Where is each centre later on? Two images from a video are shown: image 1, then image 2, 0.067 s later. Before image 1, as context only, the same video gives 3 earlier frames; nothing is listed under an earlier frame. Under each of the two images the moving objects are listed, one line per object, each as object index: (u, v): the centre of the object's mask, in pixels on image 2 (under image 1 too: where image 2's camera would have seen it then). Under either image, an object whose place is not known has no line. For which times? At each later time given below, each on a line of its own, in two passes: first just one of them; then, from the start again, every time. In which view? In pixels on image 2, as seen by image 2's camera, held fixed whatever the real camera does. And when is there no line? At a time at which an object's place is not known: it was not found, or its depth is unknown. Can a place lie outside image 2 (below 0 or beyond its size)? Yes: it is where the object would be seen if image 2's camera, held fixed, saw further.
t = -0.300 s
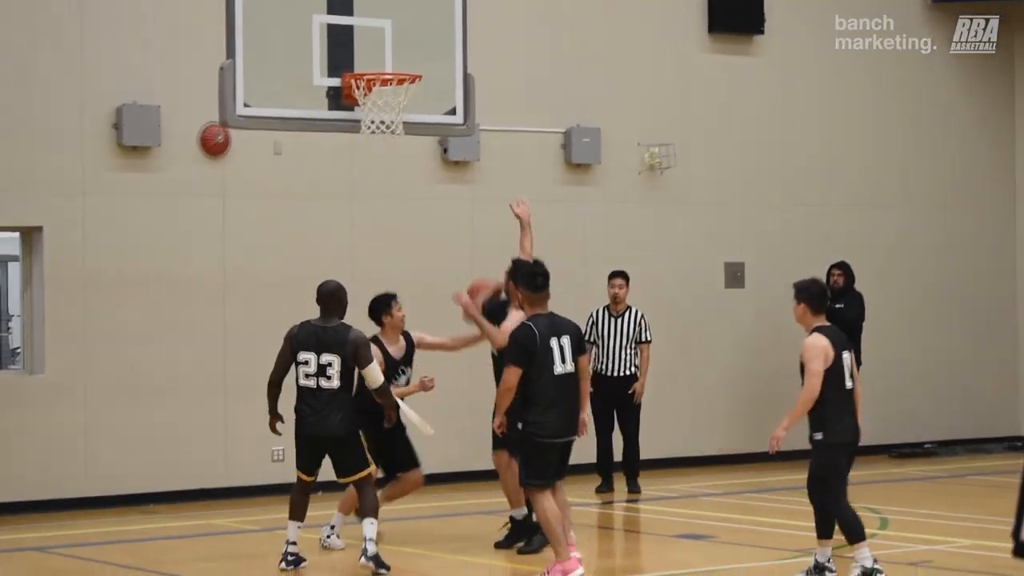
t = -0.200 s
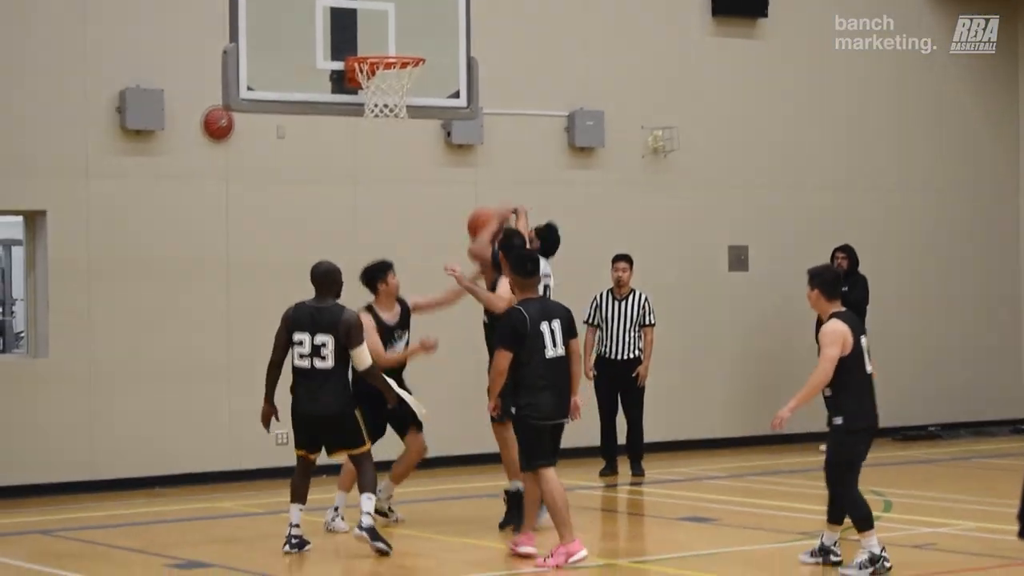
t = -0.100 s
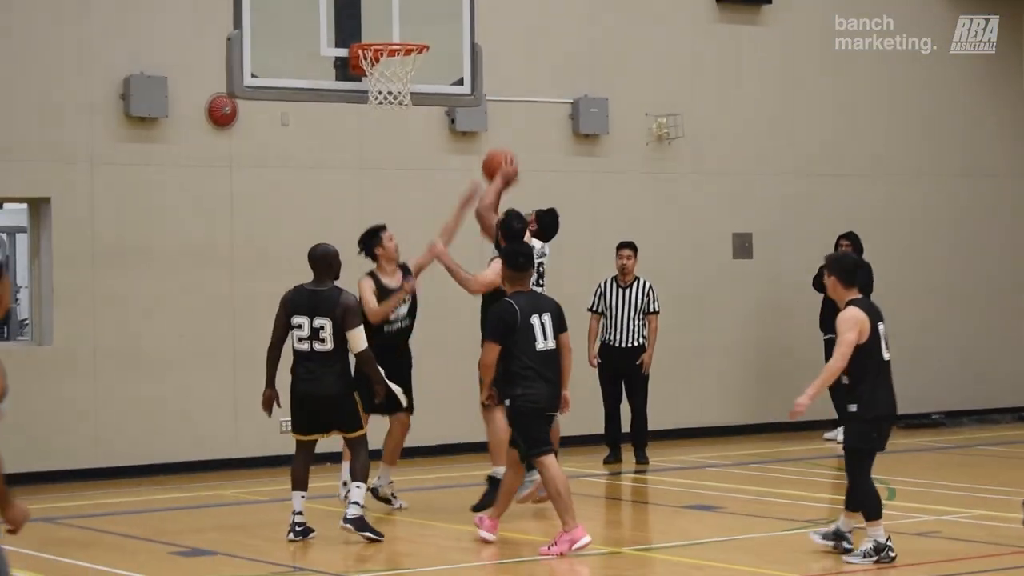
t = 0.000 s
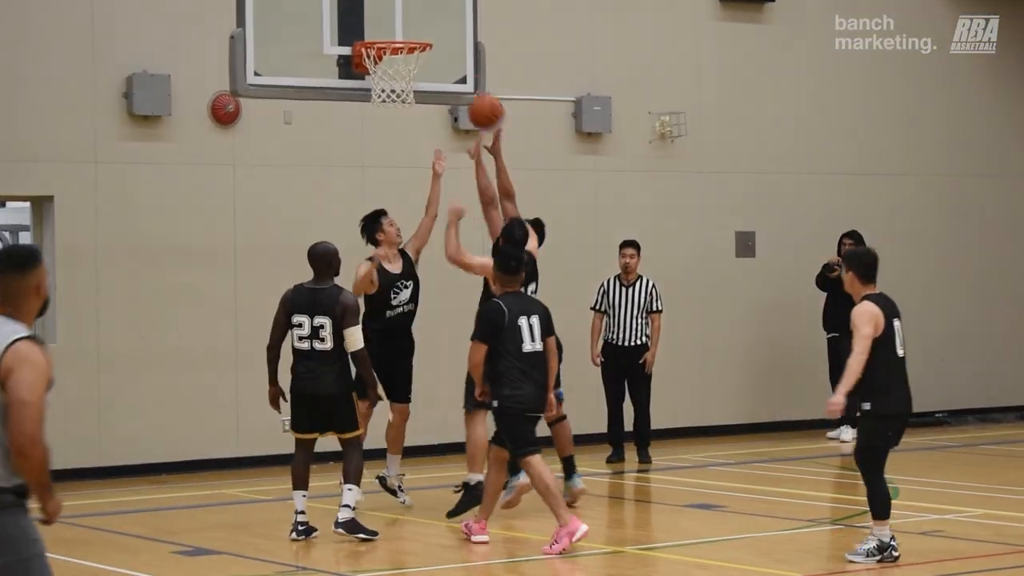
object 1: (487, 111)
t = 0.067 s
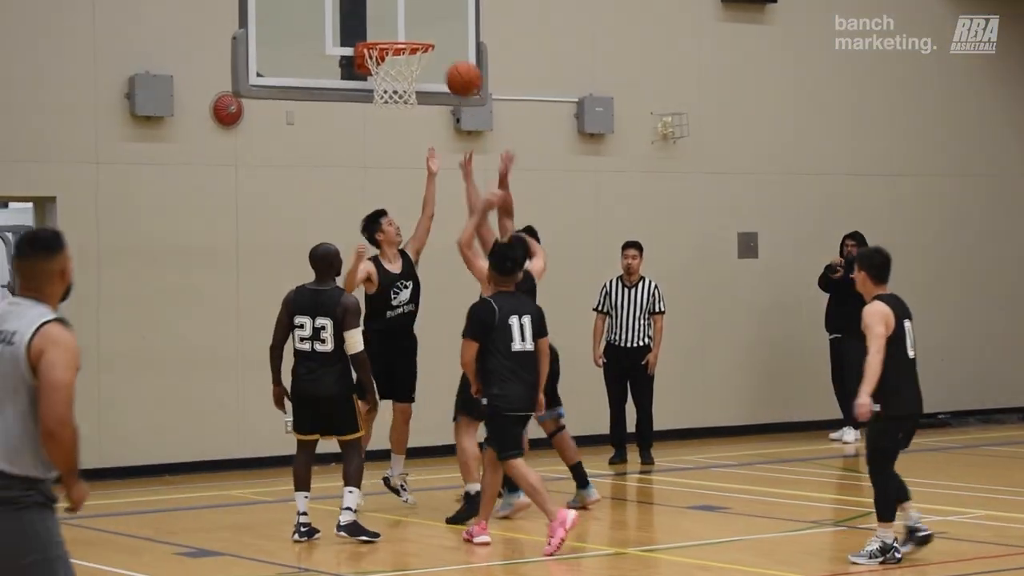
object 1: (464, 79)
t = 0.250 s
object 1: (396, 18)
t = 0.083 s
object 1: (457, 71)
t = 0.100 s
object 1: (451, 64)
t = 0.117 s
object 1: (446, 57)
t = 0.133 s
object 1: (441, 50)
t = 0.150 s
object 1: (436, 43)
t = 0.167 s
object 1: (429, 36)
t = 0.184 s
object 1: (422, 30)
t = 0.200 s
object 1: (415, 27)
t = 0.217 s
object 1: (409, 24)
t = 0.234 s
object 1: (403, 21)
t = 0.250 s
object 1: (396, 18)
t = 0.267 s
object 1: (391, 16)
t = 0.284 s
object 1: (390, 15)
